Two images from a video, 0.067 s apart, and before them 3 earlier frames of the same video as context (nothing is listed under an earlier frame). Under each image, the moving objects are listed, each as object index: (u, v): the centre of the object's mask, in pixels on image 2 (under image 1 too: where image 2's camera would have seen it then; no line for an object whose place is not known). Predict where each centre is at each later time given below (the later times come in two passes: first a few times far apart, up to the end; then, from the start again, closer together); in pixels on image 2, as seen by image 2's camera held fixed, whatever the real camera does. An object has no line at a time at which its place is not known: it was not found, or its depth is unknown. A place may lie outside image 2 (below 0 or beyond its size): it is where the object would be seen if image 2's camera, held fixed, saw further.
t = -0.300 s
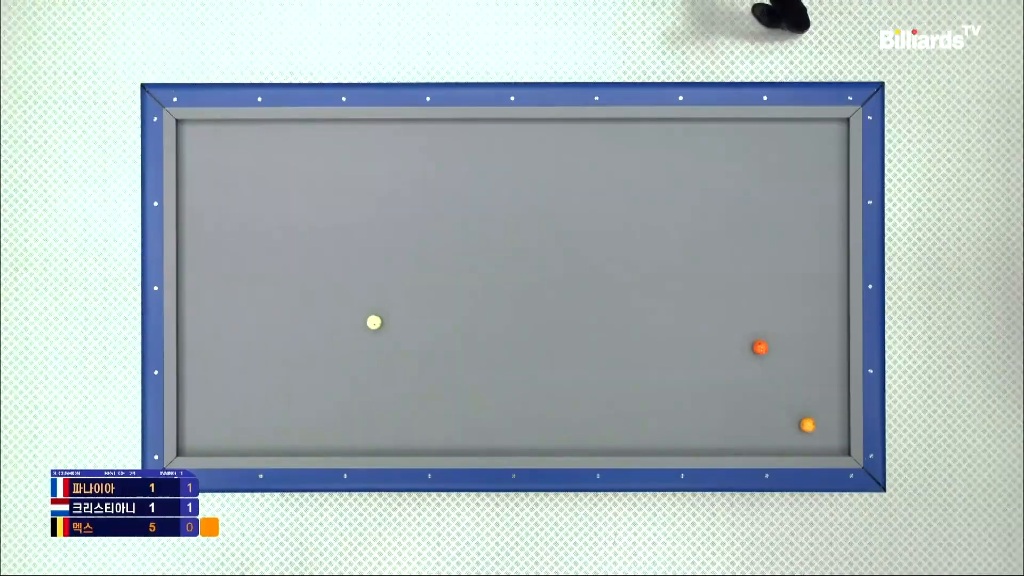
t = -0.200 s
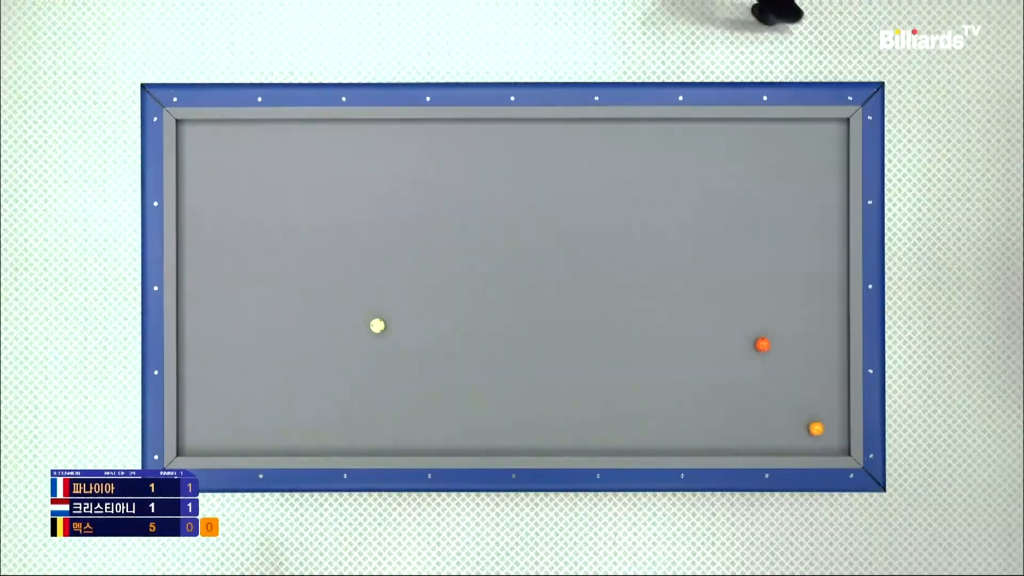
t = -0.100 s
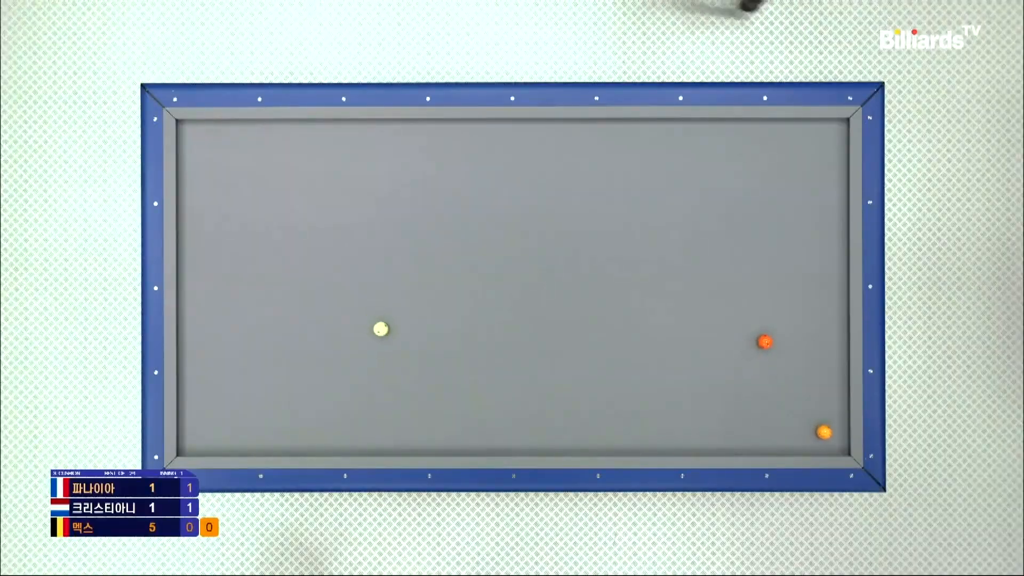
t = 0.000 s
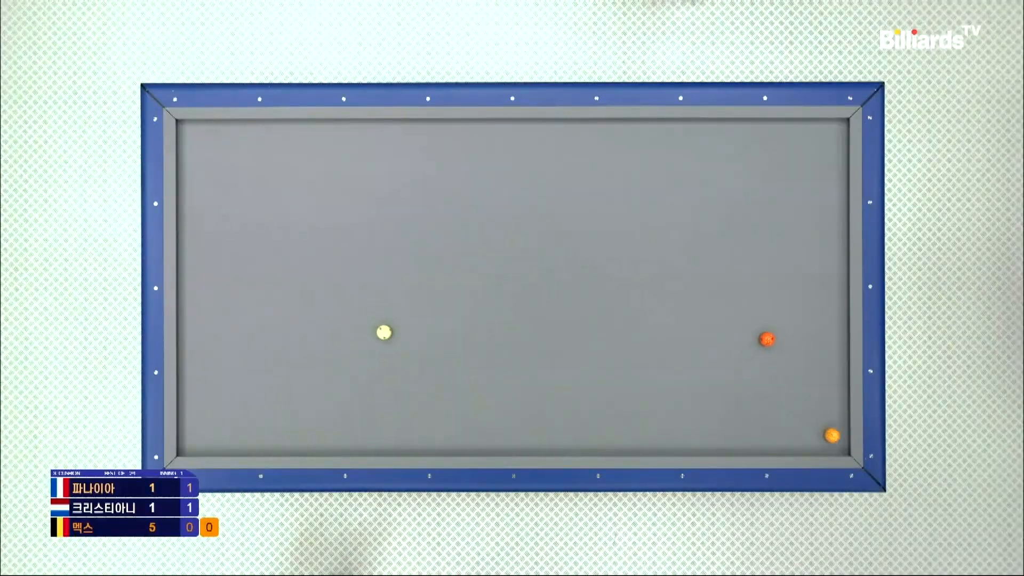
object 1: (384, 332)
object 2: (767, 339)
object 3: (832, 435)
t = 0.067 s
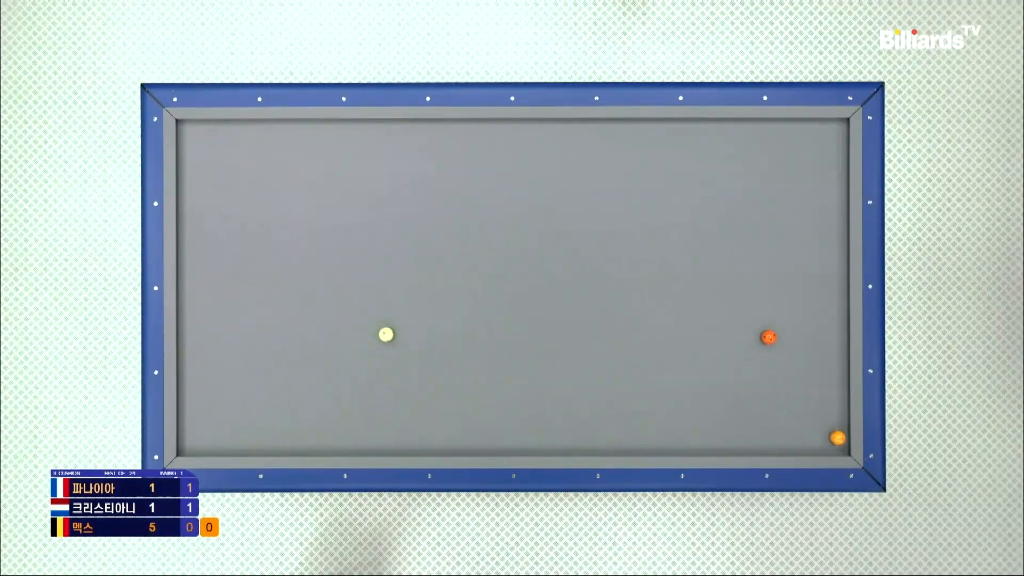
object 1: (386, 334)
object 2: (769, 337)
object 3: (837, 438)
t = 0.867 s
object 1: (409, 358)
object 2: (784, 318)
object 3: (813, 445)
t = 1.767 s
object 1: (428, 378)
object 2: (795, 303)
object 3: (787, 434)
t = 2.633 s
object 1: (441, 391)
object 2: (802, 296)
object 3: (770, 427)
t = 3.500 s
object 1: (449, 399)
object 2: (804, 293)
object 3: (760, 423)
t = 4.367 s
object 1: (450, 400)
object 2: (804, 293)
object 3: (757, 422)
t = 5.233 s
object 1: (450, 400)
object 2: (804, 293)
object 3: (757, 422)
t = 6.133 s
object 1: (450, 400)
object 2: (804, 293)
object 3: (757, 422)
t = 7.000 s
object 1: (450, 400)
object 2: (804, 293)
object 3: (757, 422)
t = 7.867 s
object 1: (449, 400)
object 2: (804, 293)
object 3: (757, 422)
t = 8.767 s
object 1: (450, 400)
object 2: (804, 293)
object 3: (757, 422)
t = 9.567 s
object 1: (449, 400)
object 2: (804, 293)
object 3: (757, 422)
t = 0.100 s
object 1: (387, 335)
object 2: (769, 336)
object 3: (840, 439)
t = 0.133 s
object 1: (388, 336)
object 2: (770, 335)
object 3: (842, 440)
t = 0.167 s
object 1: (389, 338)
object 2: (770, 335)
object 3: (841, 441)
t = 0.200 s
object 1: (390, 339)
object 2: (771, 334)
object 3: (840, 441)
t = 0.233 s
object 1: (391, 340)
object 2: (772, 333)
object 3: (838, 442)
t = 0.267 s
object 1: (392, 341)
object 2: (773, 332)
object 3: (836, 443)
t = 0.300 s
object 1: (393, 342)
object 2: (773, 331)
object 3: (835, 444)
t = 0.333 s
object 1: (394, 343)
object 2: (774, 330)
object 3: (834, 444)
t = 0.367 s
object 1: (395, 344)
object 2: (775, 330)
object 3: (832, 445)
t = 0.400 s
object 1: (396, 344)
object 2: (775, 329)
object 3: (830, 446)
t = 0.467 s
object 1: (398, 347)
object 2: (776, 327)
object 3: (828, 447)
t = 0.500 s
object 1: (399, 347)
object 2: (777, 326)
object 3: (826, 448)
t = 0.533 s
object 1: (400, 348)
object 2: (778, 326)
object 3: (825, 448)
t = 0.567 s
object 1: (401, 349)
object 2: (778, 325)
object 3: (824, 448)
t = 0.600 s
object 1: (402, 350)
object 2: (779, 324)
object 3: (822, 448)
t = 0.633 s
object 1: (403, 351)
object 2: (779, 324)
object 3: (821, 447)
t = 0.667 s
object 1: (404, 352)
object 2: (780, 323)
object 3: (820, 447)
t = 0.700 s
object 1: (405, 353)
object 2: (781, 322)
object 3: (819, 446)
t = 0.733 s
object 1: (405, 354)
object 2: (781, 321)
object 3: (818, 446)
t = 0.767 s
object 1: (406, 355)
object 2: (782, 321)
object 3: (816, 446)
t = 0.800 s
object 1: (407, 356)
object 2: (782, 320)
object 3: (815, 445)
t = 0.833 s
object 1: (408, 357)
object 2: (783, 319)
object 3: (814, 445)
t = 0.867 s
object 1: (409, 358)
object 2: (784, 318)
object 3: (813, 445)
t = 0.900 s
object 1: (410, 358)
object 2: (784, 318)
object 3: (812, 444)
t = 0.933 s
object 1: (410, 359)
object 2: (784, 317)
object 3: (811, 443)
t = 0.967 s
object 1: (411, 360)
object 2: (785, 316)
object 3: (810, 443)
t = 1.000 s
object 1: (412, 361)
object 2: (785, 316)
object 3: (809, 443)
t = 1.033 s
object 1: (413, 362)
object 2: (786, 315)
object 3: (808, 443)
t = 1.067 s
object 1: (414, 363)
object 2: (787, 314)
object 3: (807, 442)
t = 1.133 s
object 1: (415, 364)
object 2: (788, 313)
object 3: (804, 441)
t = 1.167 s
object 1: (416, 365)
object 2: (788, 312)
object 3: (804, 441)
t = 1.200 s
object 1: (417, 366)
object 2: (789, 312)
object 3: (802, 440)
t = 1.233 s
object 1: (417, 367)
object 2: (789, 311)
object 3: (801, 440)
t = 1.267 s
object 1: (418, 367)
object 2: (790, 311)
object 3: (801, 440)
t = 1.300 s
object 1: (419, 368)
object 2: (790, 310)
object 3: (800, 439)
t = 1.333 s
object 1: (420, 369)
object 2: (790, 310)
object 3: (799, 439)
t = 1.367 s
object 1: (420, 370)
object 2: (791, 309)
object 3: (798, 439)
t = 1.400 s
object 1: (421, 371)
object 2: (791, 309)
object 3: (796, 438)
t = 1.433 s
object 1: (422, 371)
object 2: (792, 308)
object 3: (796, 438)
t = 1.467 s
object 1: (423, 372)
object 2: (792, 308)
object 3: (795, 438)
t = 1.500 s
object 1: (423, 373)
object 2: (792, 307)
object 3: (794, 437)
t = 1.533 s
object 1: (424, 373)
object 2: (793, 307)
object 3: (793, 437)
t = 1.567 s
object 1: (425, 374)
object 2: (793, 306)
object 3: (792, 436)
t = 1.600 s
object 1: (425, 375)
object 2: (794, 305)
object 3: (791, 436)
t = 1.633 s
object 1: (426, 375)
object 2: (794, 305)
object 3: (790, 436)
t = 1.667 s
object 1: (427, 376)
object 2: (794, 305)
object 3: (790, 435)
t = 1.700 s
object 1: (427, 377)
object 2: (794, 304)
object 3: (789, 435)
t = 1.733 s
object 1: (428, 377)
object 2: (795, 304)
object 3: (788, 435)
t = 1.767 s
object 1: (428, 378)
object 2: (795, 303)
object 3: (787, 434)
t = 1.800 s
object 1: (429, 378)
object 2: (795, 303)
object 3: (787, 434)
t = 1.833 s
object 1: (430, 379)
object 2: (796, 302)
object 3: (786, 434)
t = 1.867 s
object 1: (430, 380)
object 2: (796, 302)
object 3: (785, 434)
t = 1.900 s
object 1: (431, 380)
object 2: (797, 302)
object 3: (784, 433)
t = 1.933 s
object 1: (431, 381)
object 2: (797, 301)
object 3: (783, 433)
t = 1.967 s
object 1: (432, 382)
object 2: (798, 301)
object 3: (783, 433)
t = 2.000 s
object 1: (432, 382)
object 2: (798, 301)
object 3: (782, 432)
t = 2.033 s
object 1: (433, 383)
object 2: (798, 300)
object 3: (781, 432)
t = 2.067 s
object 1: (433, 383)
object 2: (798, 300)
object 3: (780, 432)
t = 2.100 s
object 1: (434, 384)
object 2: (798, 300)
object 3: (780, 431)
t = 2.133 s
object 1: (434, 384)
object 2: (799, 299)
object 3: (779, 431)
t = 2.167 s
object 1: (435, 385)
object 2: (799, 299)
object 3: (778, 431)
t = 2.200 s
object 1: (435, 385)
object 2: (799, 299)
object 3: (777, 430)
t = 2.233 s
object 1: (436, 386)
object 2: (799, 299)
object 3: (777, 430)
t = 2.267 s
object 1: (437, 386)
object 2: (800, 298)
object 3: (776, 430)
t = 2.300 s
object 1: (437, 387)
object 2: (800, 298)
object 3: (776, 430)
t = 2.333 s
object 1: (437, 387)
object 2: (800, 298)
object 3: (775, 429)
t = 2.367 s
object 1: (438, 388)
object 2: (800, 298)
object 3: (775, 429)
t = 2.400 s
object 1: (438, 388)
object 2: (801, 297)
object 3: (774, 429)
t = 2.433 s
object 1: (439, 389)
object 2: (801, 297)
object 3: (773, 428)
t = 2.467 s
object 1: (439, 389)
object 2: (801, 297)
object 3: (773, 428)
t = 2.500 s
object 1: (440, 390)
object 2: (801, 297)
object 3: (772, 428)
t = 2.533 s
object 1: (440, 390)
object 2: (801, 296)
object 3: (772, 428)
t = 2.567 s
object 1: (441, 391)
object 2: (802, 296)
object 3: (771, 428)
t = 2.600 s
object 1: (441, 391)
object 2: (802, 296)
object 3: (771, 427)
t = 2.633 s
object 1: (441, 391)
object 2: (802, 296)
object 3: (770, 427)
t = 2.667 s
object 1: (442, 392)
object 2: (802, 295)
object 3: (770, 427)
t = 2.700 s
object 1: (442, 392)
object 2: (802, 295)
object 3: (769, 427)
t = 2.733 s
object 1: (442, 393)
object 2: (803, 295)
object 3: (768, 427)
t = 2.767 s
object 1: (443, 393)
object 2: (803, 295)
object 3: (768, 426)
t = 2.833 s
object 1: (443, 394)
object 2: (803, 295)
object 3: (767, 426)
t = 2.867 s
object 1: (444, 394)
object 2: (803, 295)
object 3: (767, 426)
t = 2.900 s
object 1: (444, 394)
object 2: (803, 295)
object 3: (766, 426)
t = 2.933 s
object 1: (444, 395)
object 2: (803, 295)
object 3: (766, 426)
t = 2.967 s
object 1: (445, 395)
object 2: (803, 294)
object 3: (765, 425)
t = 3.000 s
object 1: (445, 395)
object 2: (804, 294)
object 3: (765, 425)
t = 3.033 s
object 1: (445, 396)
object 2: (804, 294)
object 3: (764, 425)
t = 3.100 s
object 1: (446, 396)
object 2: (804, 294)
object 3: (764, 425)
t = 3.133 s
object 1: (446, 397)
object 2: (804, 294)
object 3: (763, 424)
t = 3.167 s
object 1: (446, 397)
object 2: (804, 294)
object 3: (763, 424)
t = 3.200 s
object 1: (447, 397)
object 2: (804, 294)
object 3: (763, 424)
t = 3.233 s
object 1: (447, 397)
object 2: (804, 294)
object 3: (762, 424)
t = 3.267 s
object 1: (447, 397)
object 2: (804, 293)
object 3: (762, 424)
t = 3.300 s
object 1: (447, 398)
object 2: (804, 293)
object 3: (762, 424)
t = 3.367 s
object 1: (448, 398)
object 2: (804, 293)
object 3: (761, 423)
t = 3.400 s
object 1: (448, 398)
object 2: (804, 293)
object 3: (761, 423)
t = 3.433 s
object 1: (448, 399)
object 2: (804, 293)
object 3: (761, 423)
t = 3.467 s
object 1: (448, 399)
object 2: (804, 293)
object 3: (760, 423)
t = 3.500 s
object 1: (449, 399)
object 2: (804, 293)
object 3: (760, 423)
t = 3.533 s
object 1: (449, 399)
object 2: (804, 293)
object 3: (760, 423)
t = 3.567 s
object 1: (449, 399)
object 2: (804, 293)
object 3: (759, 423)
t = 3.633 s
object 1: (449, 399)
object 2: (804, 293)
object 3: (759, 423)
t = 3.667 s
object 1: (449, 400)
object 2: (804, 293)
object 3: (759, 423)
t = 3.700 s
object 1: (449, 400)
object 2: (804, 293)
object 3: (759, 423)
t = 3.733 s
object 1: (449, 400)
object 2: (804, 293)
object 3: (758, 422)
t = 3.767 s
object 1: (449, 400)
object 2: (804, 293)
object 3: (758, 422)
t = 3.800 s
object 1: (450, 400)
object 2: (804, 293)
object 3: (758, 422)
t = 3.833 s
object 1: (450, 400)
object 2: (804, 293)
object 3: (758, 422)
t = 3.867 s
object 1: (450, 400)
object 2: (804, 293)
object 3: (758, 422)
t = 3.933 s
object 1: (450, 400)
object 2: (804, 293)
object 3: (757, 422)
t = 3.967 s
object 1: (450, 400)
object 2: (804, 294)
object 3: (757, 422)
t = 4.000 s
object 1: (450, 400)
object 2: (804, 293)
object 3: (757, 422)
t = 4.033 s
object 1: (450, 400)
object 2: (804, 293)
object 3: (757, 422)
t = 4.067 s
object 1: (450, 400)
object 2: (804, 293)
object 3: (757, 422)
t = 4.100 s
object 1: (450, 400)
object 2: (804, 293)
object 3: (757, 422)
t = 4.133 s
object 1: (450, 400)
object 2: (804, 293)
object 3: (757, 422)
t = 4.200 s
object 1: (450, 400)
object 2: (804, 293)
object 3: (757, 422)
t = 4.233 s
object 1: (450, 400)
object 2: (804, 293)
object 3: (757, 422)
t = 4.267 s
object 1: (450, 400)
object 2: (804, 293)
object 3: (757, 422)
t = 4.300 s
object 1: (450, 400)
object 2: (804, 293)
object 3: (757, 422)
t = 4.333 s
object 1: (450, 400)
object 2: (804, 293)
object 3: (757, 422)
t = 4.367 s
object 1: (450, 400)
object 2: (804, 293)
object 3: (757, 422)
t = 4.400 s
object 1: (450, 400)
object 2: (804, 293)
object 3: (757, 422)
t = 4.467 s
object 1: (449, 400)
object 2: (804, 293)
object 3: (757, 422)
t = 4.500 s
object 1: (450, 400)
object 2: (804, 293)
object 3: (757, 422)
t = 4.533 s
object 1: (450, 400)
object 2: (804, 293)
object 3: (757, 422)
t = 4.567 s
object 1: (450, 400)
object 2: (804, 293)
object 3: (757, 422)
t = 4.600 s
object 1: (450, 400)
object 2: (804, 293)
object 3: (757, 422)
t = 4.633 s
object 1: (450, 400)
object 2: (804, 293)
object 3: (757, 422)
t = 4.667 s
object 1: (450, 400)
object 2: (804, 293)
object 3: (757, 422)
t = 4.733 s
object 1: (449, 400)
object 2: (804, 293)
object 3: (757, 422)
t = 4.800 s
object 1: (450, 400)
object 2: (804, 293)
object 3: (757, 422)
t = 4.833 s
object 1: (450, 400)
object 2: (804, 293)
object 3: (757, 422)
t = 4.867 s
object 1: (450, 400)
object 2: (804, 293)
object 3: (757, 422)
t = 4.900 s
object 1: (450, 400)
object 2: (804, 293)
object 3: (757, 422)
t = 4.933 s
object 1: (450, 400)
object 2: (804, 293)
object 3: (757, 422)
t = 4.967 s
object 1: (450, 400)
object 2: (804, 293)
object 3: (757, 422)
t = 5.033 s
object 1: (450, 400)
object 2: (804, 293)
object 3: (757, 422)
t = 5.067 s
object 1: (450, 400)
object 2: (804, 293)
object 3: (757, 422)
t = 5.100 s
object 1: (449, 400)
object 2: (804, 293)
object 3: (757, 422)
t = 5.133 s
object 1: (450, 400)
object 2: (804, 293)
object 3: (757, 422)
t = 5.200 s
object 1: (450, 400)
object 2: (804, 293)
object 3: (757, 422)
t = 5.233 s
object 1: (450, 400)
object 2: (804, 293)
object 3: (757, 422)
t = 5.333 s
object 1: (450, 400)
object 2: (804, 293)
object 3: (757, 422)
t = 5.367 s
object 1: (450, 400)
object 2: (804, 293)
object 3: (757, 422)
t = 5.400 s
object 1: (450, 400)
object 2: (804, 293)
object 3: (757, 422)
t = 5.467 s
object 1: (449, 400)
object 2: (804, 293)
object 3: (757, 422)
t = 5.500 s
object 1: (449, 400)
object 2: (804, 293)
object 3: (757, 422)
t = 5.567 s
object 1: (450, 400)
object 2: (804, 293)
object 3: (757, 422)
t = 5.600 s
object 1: (450, 400)
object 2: (804, 293)
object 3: (757, 422)
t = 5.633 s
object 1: (450, 400)
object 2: (804, 293)
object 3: (757, 422)
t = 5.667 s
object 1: (450, 400)
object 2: (804, 293)
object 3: (757, 422)
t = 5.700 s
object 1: (450, 400)
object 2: (804, 293)
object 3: (757, 422)
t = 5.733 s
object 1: (450, 400)
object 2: (804, 293)
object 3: (757, 422)
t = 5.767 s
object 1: (450, 400)
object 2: (804, 293)
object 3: (757, 422)
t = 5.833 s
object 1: (450, 400)
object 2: (804, 293)
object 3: (757, 422)
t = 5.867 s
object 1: (450, 400)
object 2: (804, 293)
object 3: (757, 422)
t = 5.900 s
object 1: (450, 400)
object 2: (804, 293)
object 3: (757, 422)
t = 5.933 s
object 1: (450, 400)
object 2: (804, 293)
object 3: (757, 422)
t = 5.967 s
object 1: (450, 400)
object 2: (804, 293)
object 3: (757, 422)
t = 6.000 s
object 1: (450, 400)
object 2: (804, 293)
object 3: (757, 422)
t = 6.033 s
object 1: (450, 400)
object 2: (804, 293)
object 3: (757, 422)
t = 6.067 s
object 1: (450, 400)
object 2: (804, 293)
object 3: (757, 422)
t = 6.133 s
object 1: (450, 400)
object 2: (804, 293)
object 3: (757, 422)
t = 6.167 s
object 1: (450, 400)
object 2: (804, 293)
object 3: (757, 422)
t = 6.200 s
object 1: (450, 400)
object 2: (804, 293)
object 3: (757, 422)
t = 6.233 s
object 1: (450, 400)
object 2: (804, 293)
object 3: (757, 422)
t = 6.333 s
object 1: (450, 400)
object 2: (804, 293)
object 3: (757, 422)
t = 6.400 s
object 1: (450, 400)
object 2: (804, 293)
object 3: (757, 422)
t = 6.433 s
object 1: (450, 400)
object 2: (804, 293)
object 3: (757, 422)
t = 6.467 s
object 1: (450, 400)
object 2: (804, 293)
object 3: (757, 422)
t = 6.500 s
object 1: (450, 400)
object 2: (804, 293)
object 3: (757, 422)
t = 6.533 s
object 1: (450, 400)
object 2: (804, 293)
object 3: (757, 422)
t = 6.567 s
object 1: (450, 400)
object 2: (804, 293)
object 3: (757, 422)
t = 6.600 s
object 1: (450, 400)
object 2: (804, 293)
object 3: (757, 422)
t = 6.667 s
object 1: (450, 400)
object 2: (804, 293)
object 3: (757, 422)
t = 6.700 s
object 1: (450, 400)
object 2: (804, 293)
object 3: (757, 422)
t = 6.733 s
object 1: (450, 400)
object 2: (804, 293)
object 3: (757, 422)
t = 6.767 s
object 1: (450, 400)
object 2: (804, 293)
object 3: (757, 422)
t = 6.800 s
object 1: (450, 400)
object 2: (804, 293)
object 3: (757, 422)
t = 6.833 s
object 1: (450, 400)
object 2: (804, 293)
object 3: (757, 422)
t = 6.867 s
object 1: (450, 400)
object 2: (804, 293)
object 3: (757, 422)
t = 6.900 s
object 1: (450, 400)
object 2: (804, 293)
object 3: (757, 422)
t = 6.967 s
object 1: (450, 400)
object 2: (804, 293)
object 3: (757, 422)
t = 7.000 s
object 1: (450, 400)
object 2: (804, 293)
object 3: (757, 422)
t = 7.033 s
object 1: (450, 400)
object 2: (804, 293)
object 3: (757, 422)
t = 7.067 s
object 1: (450, 400)
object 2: (804, 293)
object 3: (757, 422)
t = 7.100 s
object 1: (450, 400)
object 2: (804, 293)
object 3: (757, 422)
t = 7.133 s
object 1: (450, 400)
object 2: (804, 293)
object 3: (757, 422)
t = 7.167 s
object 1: (450, 400)
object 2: (804, 293)
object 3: (757, 422)
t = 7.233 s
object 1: (450, 400)
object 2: (804, 293)
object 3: (757, 422)
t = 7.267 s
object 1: (449, 400)
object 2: (804, 293)
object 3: (757, 422)
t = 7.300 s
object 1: (449, 400)
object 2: (804, 293)
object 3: (757, 422)
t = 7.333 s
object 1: (450, 400)
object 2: (804, 293)
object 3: (757, 422)
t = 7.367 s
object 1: (450, 400)
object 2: (804, 293)
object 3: (757, 422)
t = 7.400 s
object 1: (449, 400)
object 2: (804, 293)
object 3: (757, 422)
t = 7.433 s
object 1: (449, 400)
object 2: (804, 293)
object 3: (757, 422)
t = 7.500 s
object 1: (450, 400)
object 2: (804, 293)
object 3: (757, 422)
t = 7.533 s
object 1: (450, 400)
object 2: (804, 293)
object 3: (757, 422)
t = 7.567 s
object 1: (449, 400)
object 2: (804, 293)
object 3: (757, 422)
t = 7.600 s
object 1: (450, 400)
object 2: (804, 293)
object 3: (757, 422)
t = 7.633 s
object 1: (450, 400)
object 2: (804, 293)
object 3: (757, 422)
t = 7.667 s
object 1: (450, 400)
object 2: (804, 293)
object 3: (757, 422)
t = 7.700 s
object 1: (450, 400)
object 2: (804, 293)
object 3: (757, 422)
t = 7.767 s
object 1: (450, 400)
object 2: (804, 293)
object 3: (757, 422)
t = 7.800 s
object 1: (450, 400)
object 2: (804, 293)
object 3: (757, 422)
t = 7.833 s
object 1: (449, 400)
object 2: (804, 293)
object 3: (757, 422)
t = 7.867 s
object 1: (449, 400)
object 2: (804, 293)
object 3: (757, 422)
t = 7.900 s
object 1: (449, 400)
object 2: (804, 293)
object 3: (757, 422)
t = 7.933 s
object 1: (450, 400)
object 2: (804, 293)
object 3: (757, 422)
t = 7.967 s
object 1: (449, 400)
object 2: (804, 293)
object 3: (757, 422)
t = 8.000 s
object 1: (449, 400)
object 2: (804, 293)
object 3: (757, 422)
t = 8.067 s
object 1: (450, 400)
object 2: (804, 293)
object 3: (757, 422)
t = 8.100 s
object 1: (449, 400)
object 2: (804, 293)
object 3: (757, 422)
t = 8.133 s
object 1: (449, 400)
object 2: (804, 293)
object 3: (757, 422)
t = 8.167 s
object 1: (449, 400)
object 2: (804, 293)
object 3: (757, 422)
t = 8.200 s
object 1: (449, 400)
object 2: (804, 293)
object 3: (757, 422)
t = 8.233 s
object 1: (449, 400)
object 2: (804, 293)
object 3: (757, 422)
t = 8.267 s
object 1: (450, 400)
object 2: (804, 293)
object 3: (757, 422)
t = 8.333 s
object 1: (450, 400)
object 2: (804, 293)
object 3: (757, 422)
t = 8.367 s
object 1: (450, 400)
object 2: (804, 293)
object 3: (757, 422)
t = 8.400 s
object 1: (450, 400)
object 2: (804, 293)
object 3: (757, 422)
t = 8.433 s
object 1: (449, 400)
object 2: (804, 293)
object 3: (757, 422)
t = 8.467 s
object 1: (450, 400)
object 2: (804, 293)
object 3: (757, 422)
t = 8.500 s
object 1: (449, 400)
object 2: (804, 293)
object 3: (757, 422)
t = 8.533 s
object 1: (449, 400)
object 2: (804, 293)
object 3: (757, 422)
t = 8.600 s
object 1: (450, 400)
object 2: (804, 293)
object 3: (757, 422)
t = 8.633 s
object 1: (450, 400)
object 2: (804, 293)
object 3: (757, 422)
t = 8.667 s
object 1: (450, 400)
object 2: (804, 293)
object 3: (757, 422)
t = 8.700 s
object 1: (450, 400)
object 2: (804, 293)
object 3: (757, 422)
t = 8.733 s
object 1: (449, 400)
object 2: (804, 293)
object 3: (757, 422)
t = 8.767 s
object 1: (450, 400)
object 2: (804, 293)
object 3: (757, 422)
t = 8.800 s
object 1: (450, 400)
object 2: (804, 293)
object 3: (757, 422)
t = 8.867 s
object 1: (450, 400)
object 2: (804, 293)
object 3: (757, 422)
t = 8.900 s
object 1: (449, 400)
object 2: (804, 293)
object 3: (757, 422)
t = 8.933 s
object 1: (449, 400)
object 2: (804, 293)
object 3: (757, 422)
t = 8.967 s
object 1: (450, 400)
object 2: (804, 293)
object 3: (757, 422)
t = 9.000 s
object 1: (450, 400)
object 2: (804, 293)
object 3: (757, 422)
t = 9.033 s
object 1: (449, 400)
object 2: (804, 293)
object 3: (757, 422)
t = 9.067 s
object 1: (449, 400)
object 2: (804, 293)
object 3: (757, 422)
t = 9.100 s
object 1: (450, 400)
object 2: (804, 293)
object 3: (757, 422)
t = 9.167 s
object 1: (450, 400)
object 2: (804, 293)
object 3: (757, 422)
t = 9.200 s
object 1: (450, 400)
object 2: (804, 293)
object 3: (757, 422)
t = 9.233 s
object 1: (450, 400)
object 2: (804, 293)
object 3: (757, 422)
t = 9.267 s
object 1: (450, 400)
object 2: (804, 293)
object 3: (757, 422)
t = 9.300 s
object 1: (450, 400)
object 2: (804, 293)
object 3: (757, 422)
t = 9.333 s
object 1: (450, 400)
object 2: (804, 293)
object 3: (757, 422)
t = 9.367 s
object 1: (450, 400)
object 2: (804, 293)
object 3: (757, 422)
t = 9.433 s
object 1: (450, 400)
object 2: (804, 293)
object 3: (757, 422)
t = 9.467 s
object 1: (450, 400)
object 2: (804, 293)
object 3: (757, 422)
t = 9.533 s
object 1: (450, 400)
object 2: (804, 293)
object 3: (757, 422)
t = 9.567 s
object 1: (449, 400)
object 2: (804, 293)
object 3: (757, 422)
